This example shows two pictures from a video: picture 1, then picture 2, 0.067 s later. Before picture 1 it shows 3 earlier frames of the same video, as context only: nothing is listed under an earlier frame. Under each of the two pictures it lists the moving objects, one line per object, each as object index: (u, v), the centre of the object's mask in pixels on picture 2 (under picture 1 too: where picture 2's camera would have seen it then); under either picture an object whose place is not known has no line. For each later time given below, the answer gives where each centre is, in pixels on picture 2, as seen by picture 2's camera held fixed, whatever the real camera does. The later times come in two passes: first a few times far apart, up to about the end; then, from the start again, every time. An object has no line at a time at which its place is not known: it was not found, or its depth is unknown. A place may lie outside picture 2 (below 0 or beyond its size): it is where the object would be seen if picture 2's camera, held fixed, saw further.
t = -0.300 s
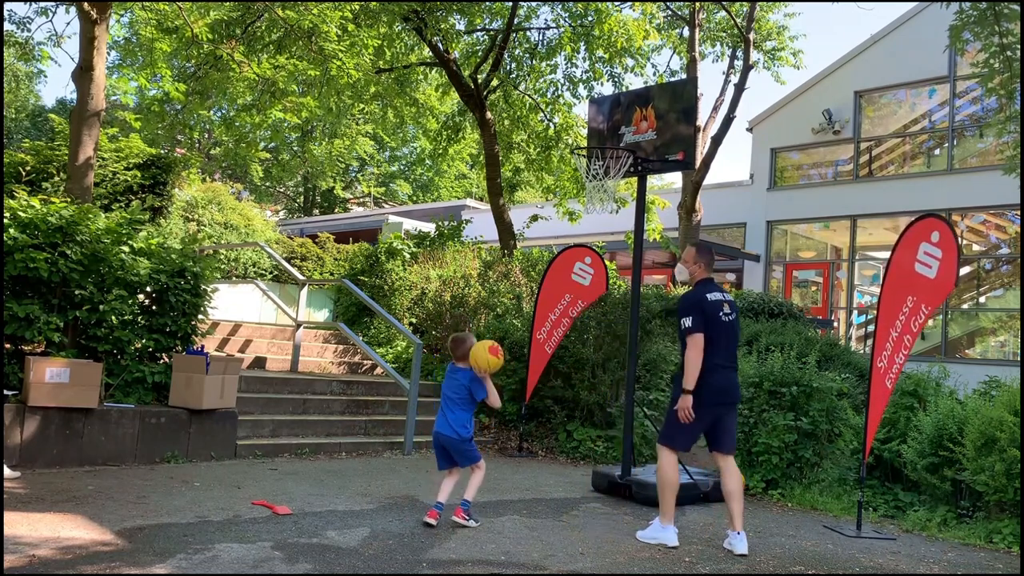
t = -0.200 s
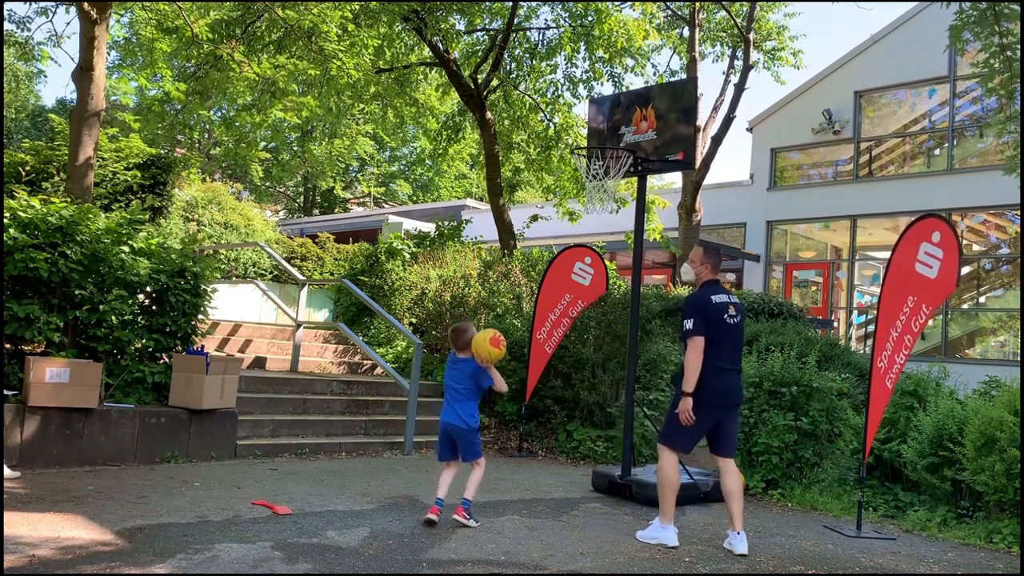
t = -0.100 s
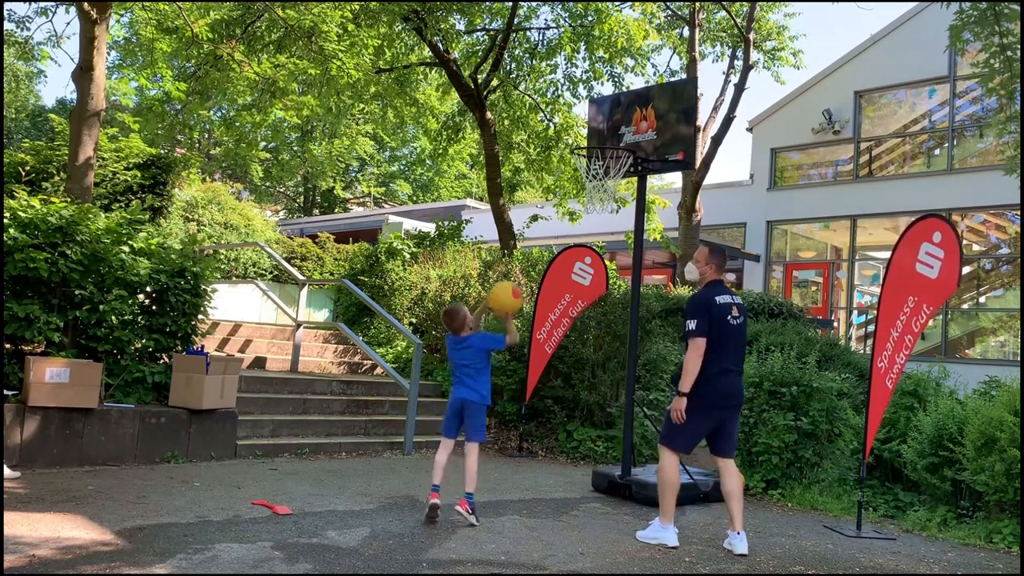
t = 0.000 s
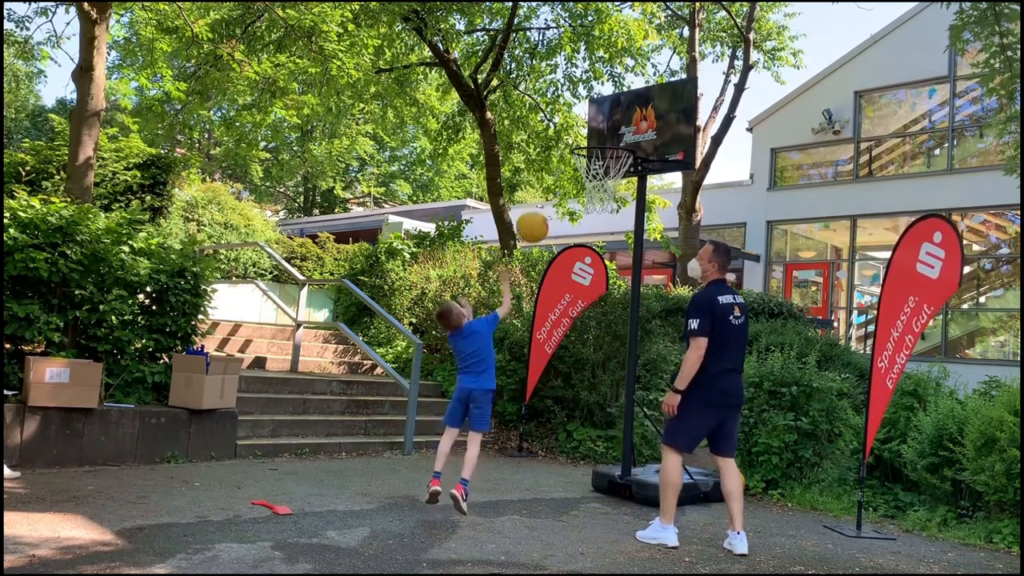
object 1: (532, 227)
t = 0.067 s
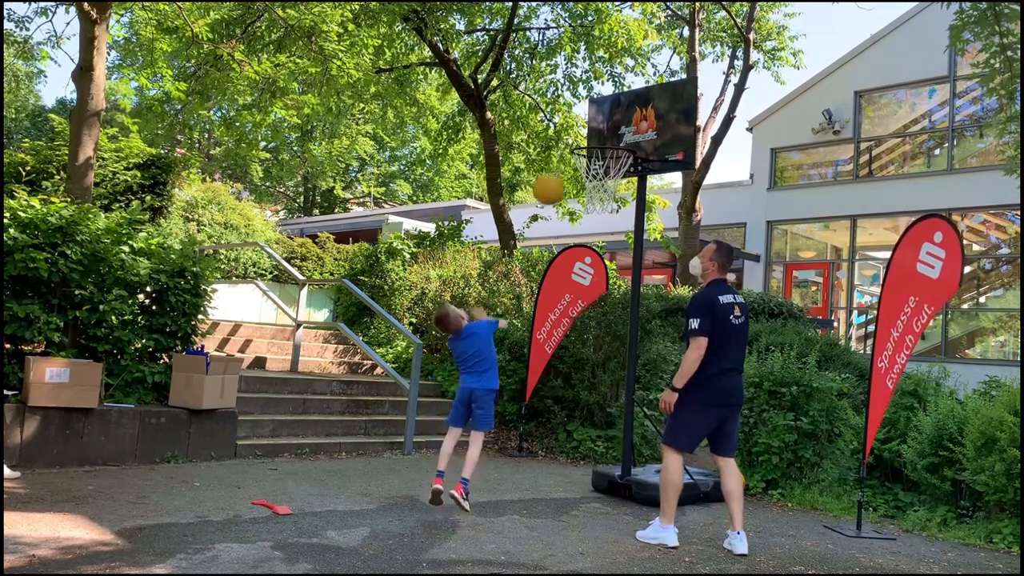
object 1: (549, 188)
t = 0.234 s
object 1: (582, 129)
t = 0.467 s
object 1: (618, 114)
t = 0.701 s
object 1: (616, 137)
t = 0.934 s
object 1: (591, 126)
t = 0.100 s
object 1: (556, 173)
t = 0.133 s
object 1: (563, 159)
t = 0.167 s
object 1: (569, 147)
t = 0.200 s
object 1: (577, 137)
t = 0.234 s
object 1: (582, 129)
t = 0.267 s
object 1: (588, 121)
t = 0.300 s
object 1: (593, 117)
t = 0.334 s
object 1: (599, 113)
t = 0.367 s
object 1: (604, 111)
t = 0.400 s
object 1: (609, 110)
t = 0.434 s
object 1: (614, 111)
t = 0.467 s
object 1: (618, 114)
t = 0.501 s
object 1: (622, 117)
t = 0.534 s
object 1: (627, 123)
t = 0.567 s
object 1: (630, 129)
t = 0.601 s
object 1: (632, 136)
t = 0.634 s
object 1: (627, 140)
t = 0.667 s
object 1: (622, 138)
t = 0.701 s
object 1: (616, 137)
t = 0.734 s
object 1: (610, 136)
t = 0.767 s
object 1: (604, 137)
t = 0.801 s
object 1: (598, 138)
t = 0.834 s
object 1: (596, 135)
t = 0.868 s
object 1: (594, 131)
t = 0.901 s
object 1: (593, 128)
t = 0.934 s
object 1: (591, 126)
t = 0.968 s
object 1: (589, 126)
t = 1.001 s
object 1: (588, 127)
